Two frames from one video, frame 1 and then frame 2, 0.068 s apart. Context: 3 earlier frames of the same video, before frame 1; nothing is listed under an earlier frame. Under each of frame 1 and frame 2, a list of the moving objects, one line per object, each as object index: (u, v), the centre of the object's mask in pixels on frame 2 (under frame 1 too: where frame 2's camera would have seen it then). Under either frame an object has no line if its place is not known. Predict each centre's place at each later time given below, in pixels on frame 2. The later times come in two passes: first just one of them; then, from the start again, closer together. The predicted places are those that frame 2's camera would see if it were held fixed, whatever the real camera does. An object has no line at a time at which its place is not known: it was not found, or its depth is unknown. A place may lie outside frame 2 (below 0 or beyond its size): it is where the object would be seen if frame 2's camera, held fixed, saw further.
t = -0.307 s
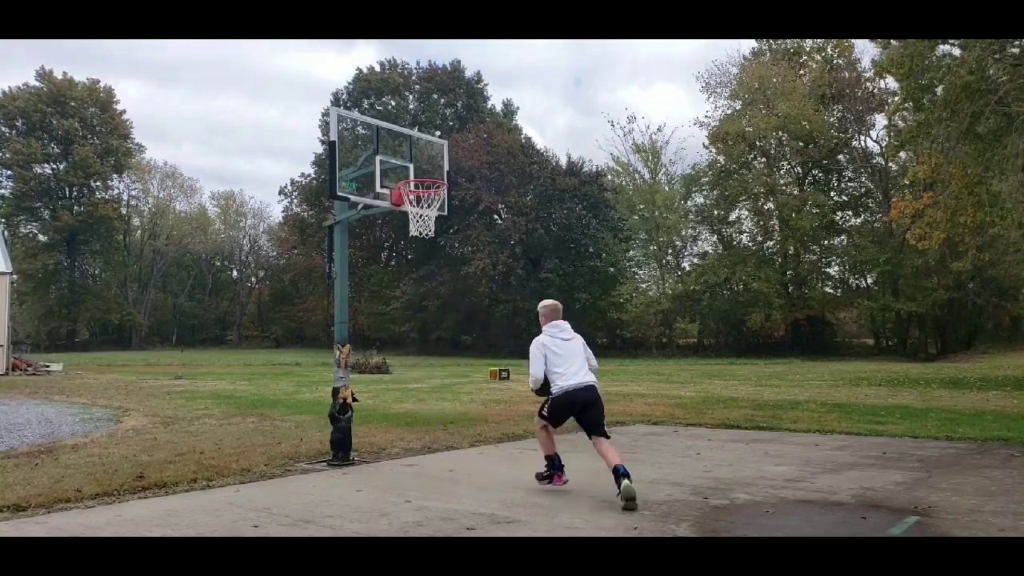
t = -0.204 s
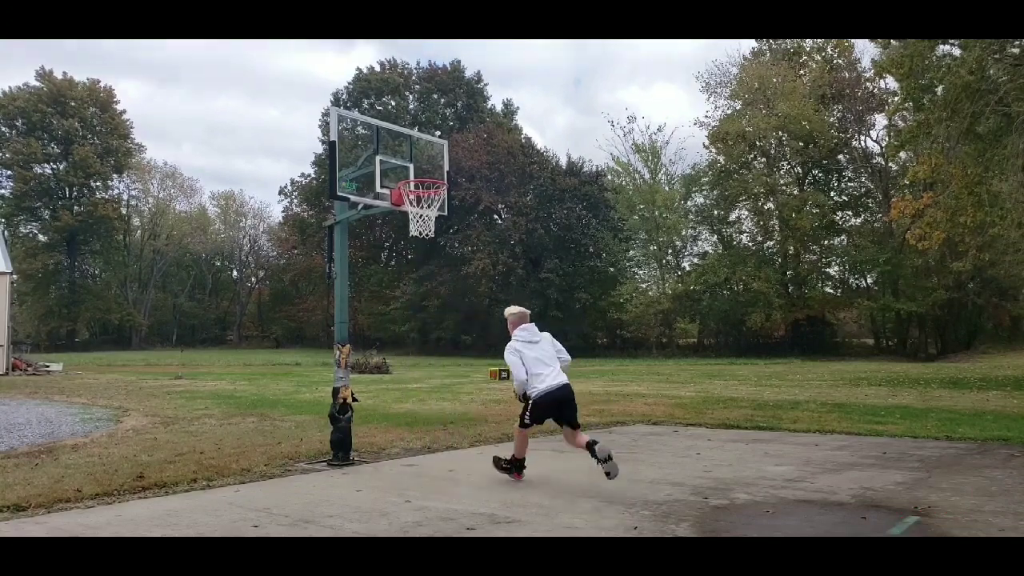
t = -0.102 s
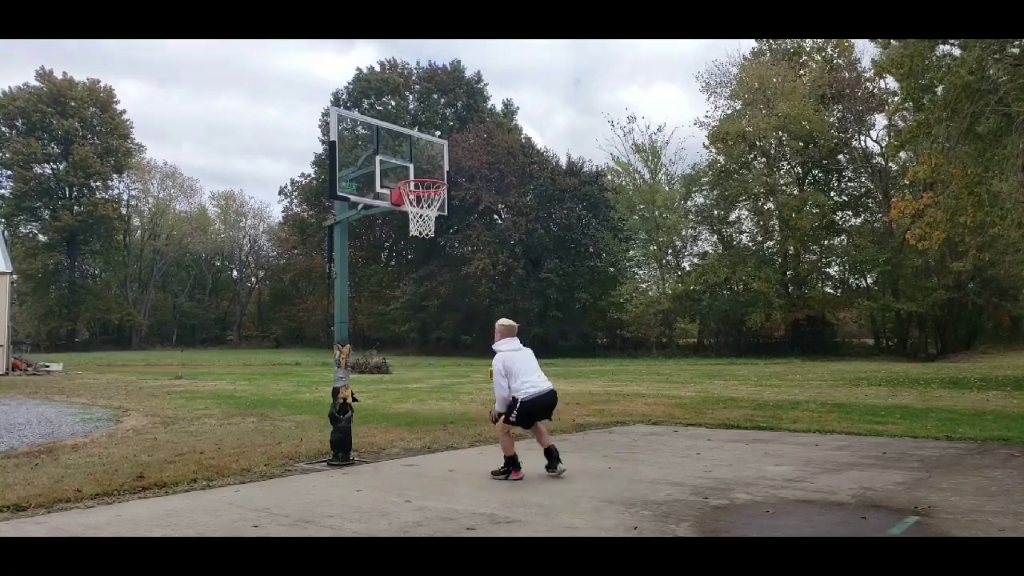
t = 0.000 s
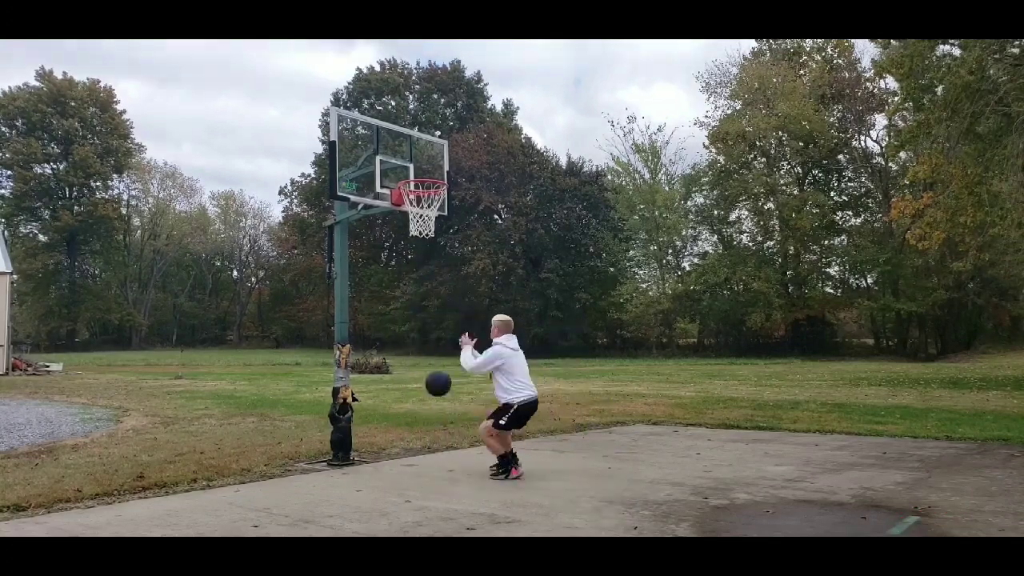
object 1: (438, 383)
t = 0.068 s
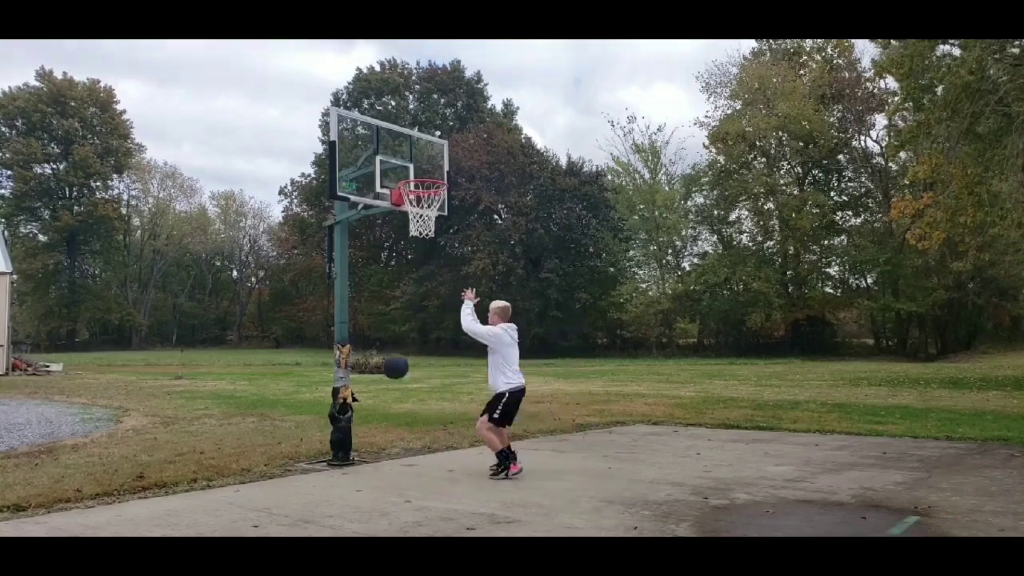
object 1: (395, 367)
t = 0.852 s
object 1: (12, 434)
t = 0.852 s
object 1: (12, 434)
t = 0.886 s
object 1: (7, 425)
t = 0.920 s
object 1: (3, 417)
